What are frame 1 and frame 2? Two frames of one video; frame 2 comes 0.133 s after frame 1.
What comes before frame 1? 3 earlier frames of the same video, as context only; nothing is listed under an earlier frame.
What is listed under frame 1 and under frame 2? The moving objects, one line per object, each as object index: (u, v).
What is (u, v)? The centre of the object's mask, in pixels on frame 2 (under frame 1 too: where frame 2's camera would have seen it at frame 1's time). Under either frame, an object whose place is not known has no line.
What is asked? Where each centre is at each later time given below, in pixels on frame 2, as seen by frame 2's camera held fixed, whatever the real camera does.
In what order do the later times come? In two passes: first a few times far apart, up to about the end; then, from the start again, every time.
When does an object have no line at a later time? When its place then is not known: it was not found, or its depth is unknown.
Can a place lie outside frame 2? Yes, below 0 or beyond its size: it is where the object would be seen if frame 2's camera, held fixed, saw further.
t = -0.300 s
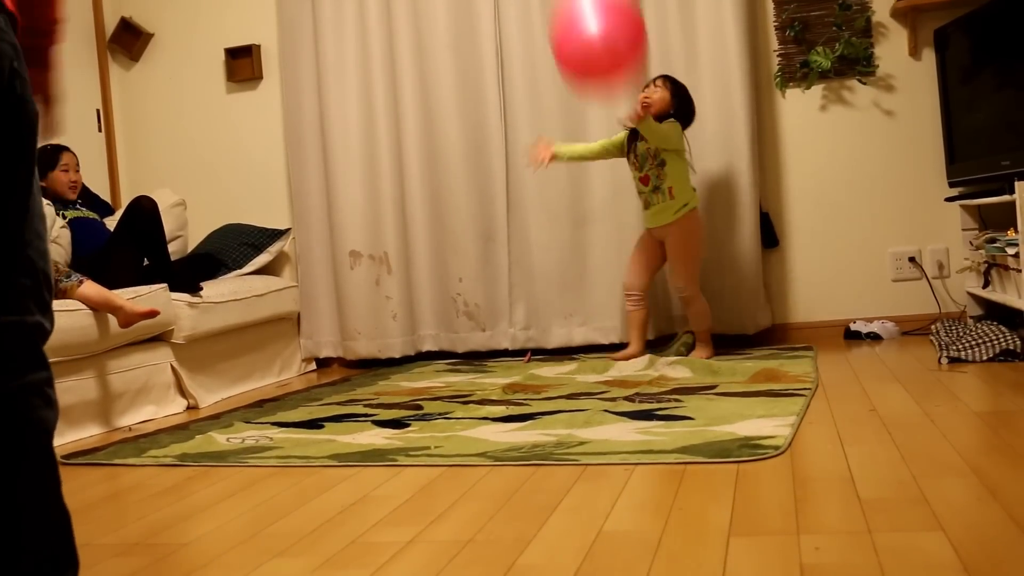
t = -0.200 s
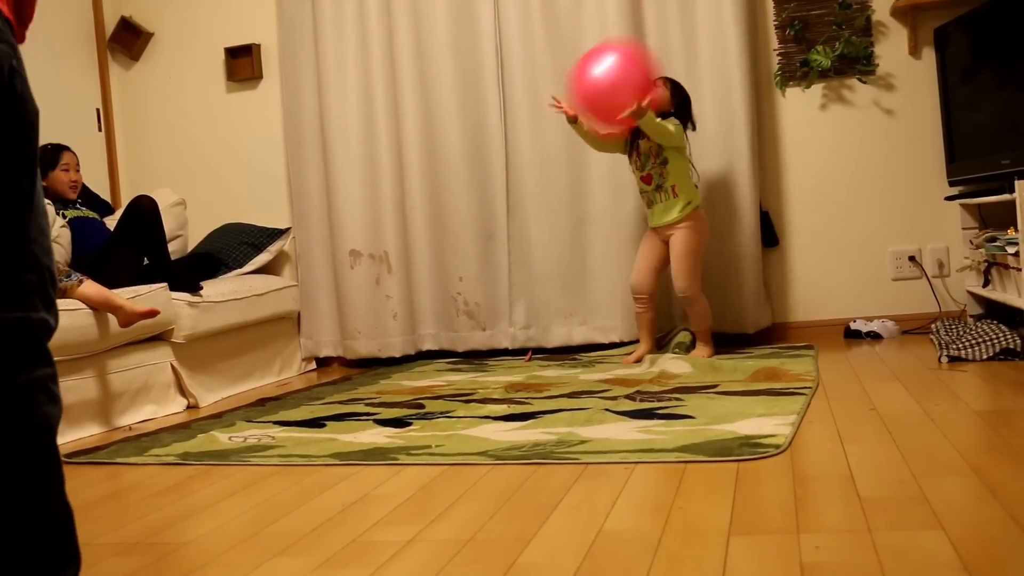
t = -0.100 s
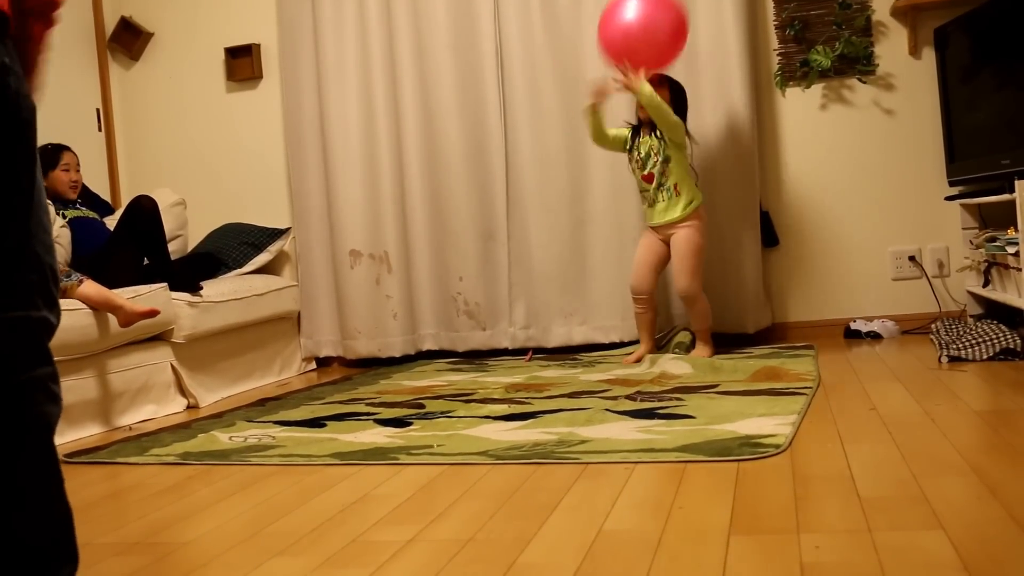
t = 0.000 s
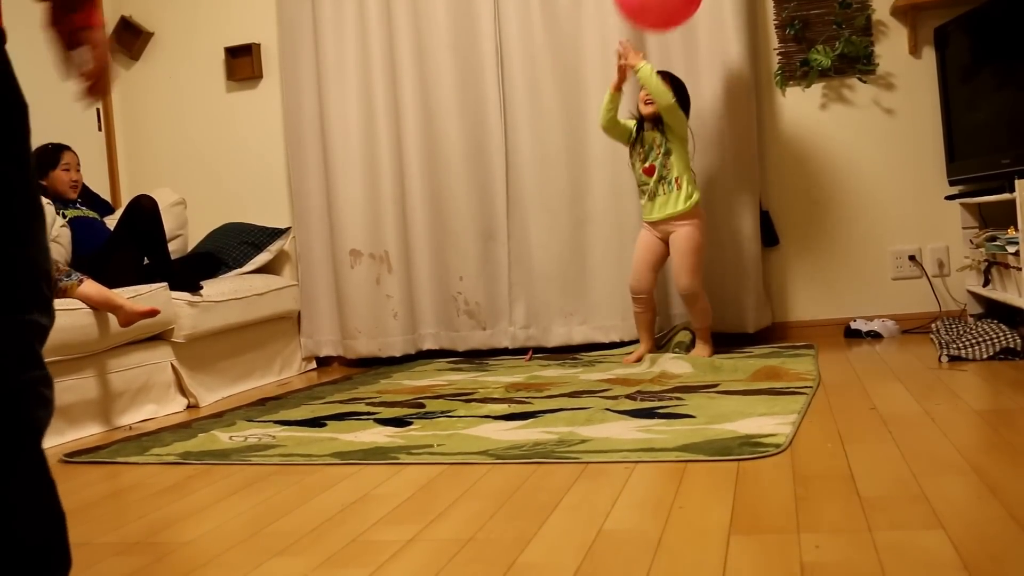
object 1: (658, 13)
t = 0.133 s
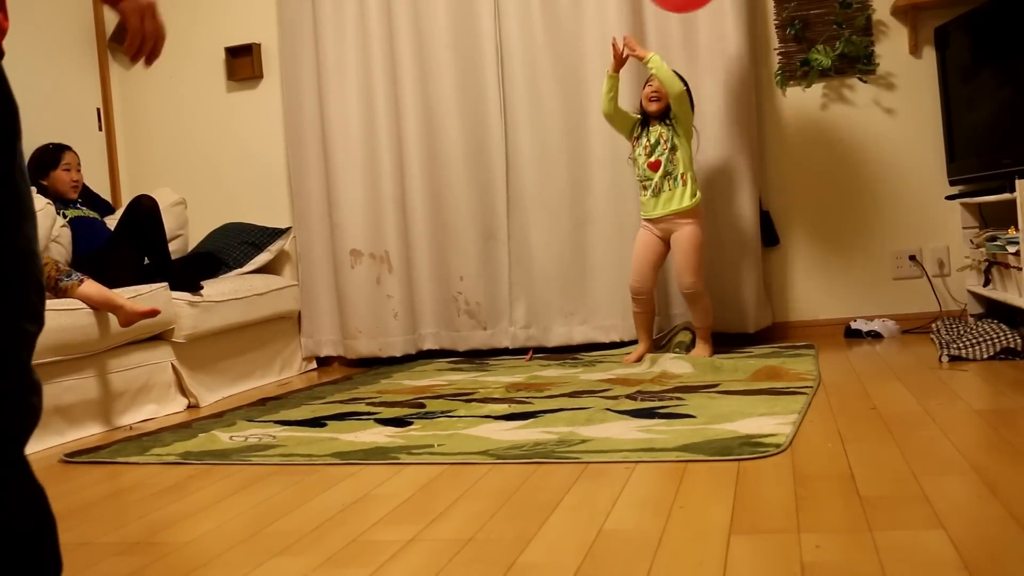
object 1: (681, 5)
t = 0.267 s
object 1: (708, 15)
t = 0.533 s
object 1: (779, 183)
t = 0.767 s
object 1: (840, 225)
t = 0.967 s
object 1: (895, 115)
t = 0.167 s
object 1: (686, 6)
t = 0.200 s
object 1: (692, 7)
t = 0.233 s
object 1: (700, 10)
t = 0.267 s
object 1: (708, 15)
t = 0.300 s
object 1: (717, 21)
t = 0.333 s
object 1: (726, 29)
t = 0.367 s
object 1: (735, 40)
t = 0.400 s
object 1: (743, 57)
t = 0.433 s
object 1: (751, 84)
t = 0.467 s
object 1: (760, 114)
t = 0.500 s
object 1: (769, 146)
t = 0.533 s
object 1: (779, 183)
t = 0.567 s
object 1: (788, 224)
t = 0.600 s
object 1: (797, 266)
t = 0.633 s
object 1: (805, 309)
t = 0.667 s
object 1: (815, 320)
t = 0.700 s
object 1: (822, 286)
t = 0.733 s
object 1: (831, 254)
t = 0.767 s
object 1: (840, 225)
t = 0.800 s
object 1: (849, 199)
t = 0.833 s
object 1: (858, 176)
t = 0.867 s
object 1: (867, 156)
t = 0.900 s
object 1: (876, 139)
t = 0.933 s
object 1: (886, 125)
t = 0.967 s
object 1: (895, 115)
